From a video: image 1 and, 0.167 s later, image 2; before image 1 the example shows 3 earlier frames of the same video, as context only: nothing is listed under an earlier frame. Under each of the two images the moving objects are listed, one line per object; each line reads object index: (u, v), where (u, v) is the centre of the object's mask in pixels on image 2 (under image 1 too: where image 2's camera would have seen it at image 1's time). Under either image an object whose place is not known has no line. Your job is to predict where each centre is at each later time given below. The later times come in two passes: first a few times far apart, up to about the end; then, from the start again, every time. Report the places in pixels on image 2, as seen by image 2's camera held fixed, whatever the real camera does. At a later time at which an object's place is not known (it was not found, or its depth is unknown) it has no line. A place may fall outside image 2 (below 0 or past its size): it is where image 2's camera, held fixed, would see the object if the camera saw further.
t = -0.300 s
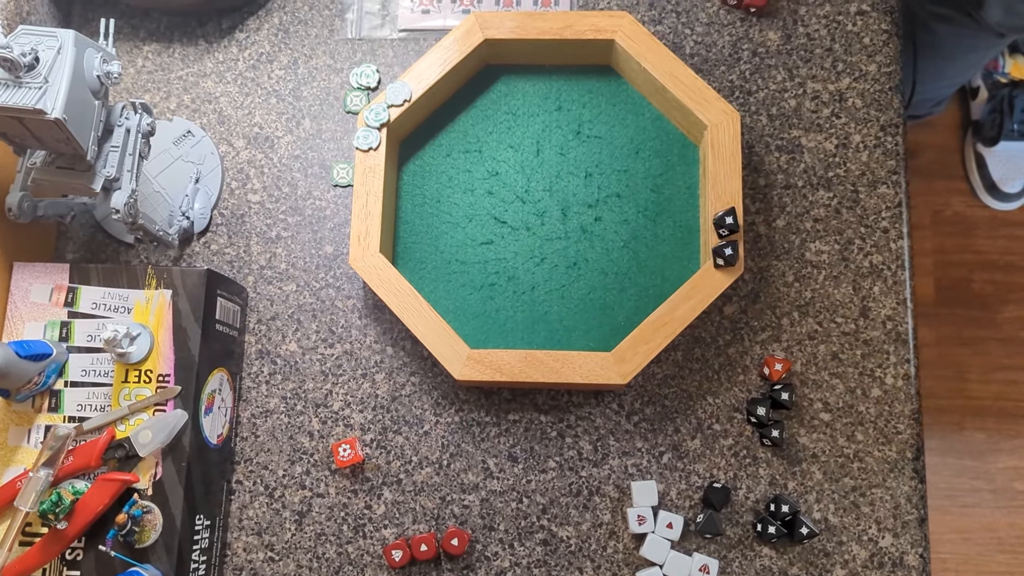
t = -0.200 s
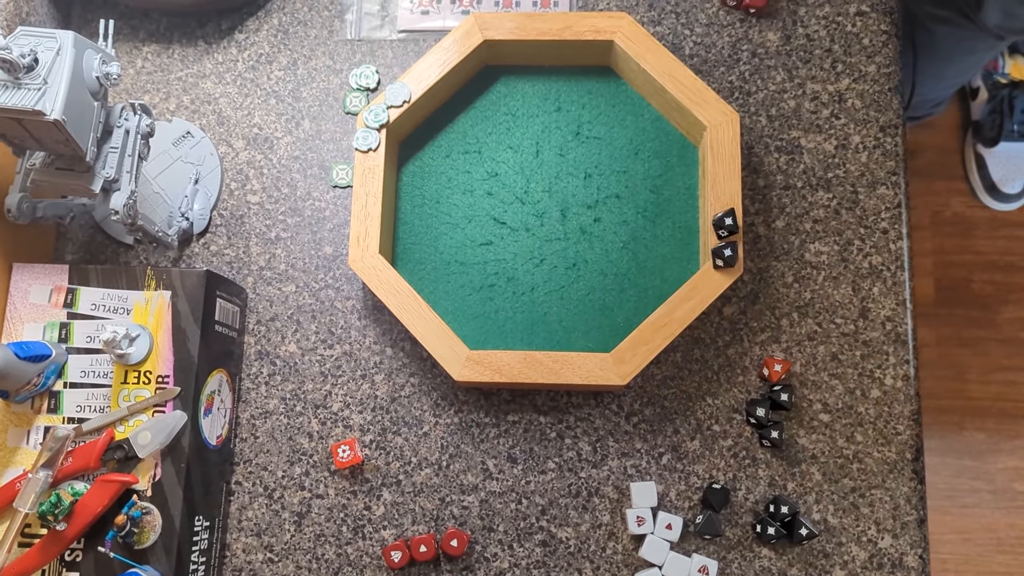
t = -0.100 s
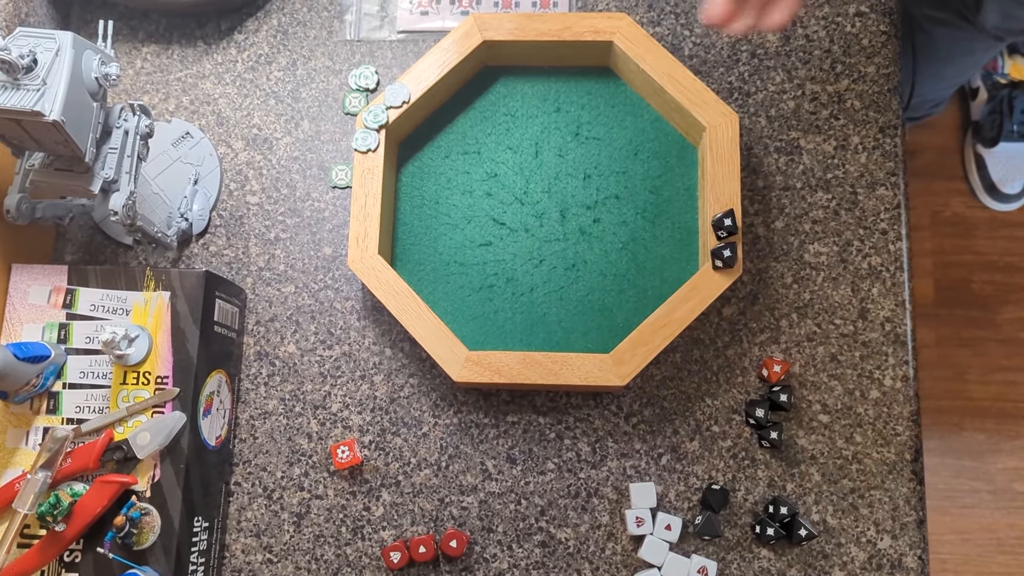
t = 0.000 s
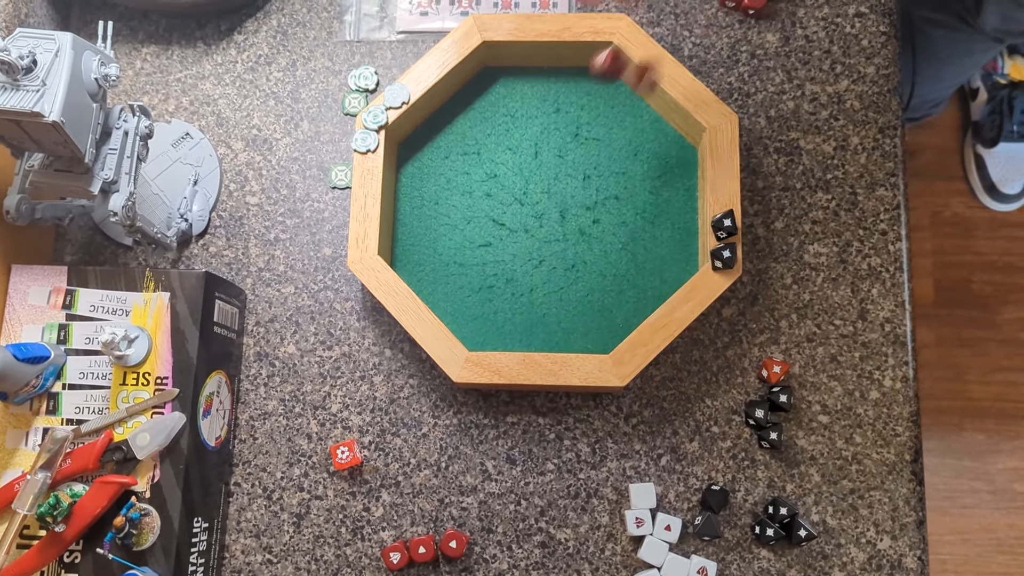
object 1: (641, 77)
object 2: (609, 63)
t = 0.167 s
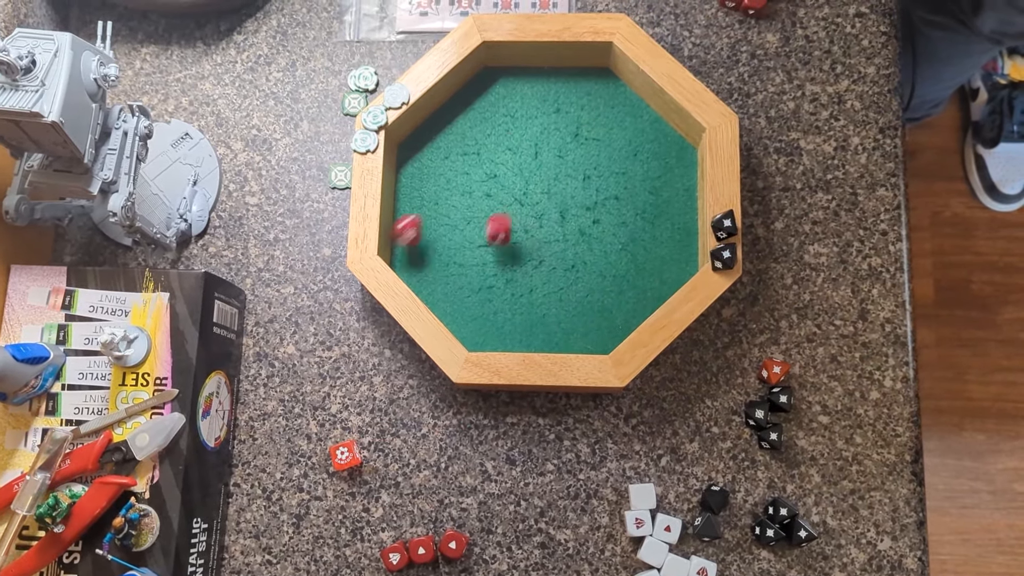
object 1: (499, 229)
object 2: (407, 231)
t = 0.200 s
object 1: (480, 254)
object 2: (418, 259)
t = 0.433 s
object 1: (532, 319)
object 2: (490, 335)
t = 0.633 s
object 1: (550, 279)
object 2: (541, 342)
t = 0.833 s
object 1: (550, 278)
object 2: (541, 340)
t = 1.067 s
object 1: (550, 279)
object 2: (541, 340)
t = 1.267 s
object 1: (550, 279)
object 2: (541, 340)
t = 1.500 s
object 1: (550, 279)
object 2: (541, 340)
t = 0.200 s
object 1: (480, 254)
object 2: (418, 259)
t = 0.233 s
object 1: (471, 275)
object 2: (434, 276)
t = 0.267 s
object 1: (482, 293)
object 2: (433, 291)
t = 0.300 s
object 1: (494, 313)
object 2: (447, 294)
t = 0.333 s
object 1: (506, 334)
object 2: (460, 302)
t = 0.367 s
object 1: (517, 336)
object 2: (471, 311)
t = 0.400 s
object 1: (526, 327)
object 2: (480, 323)
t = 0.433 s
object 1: (532, 319)
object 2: (490, 335)
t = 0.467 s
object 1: (535, 312)
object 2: (499, 339)
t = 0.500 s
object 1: (541, 305)
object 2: (511, 339)
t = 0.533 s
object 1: (545, 298)
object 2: (520, 338)
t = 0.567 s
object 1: (549, 289)
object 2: (530, 339)
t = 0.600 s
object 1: (551, 282)
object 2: (537, 341)
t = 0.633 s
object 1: (550, 279)
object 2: (541, 342)
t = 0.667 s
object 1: (550, 278)
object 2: (541, 339)
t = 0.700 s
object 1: (550, 278)
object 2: (540, 340)
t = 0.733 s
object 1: (550, 278)
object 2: (541, 340)
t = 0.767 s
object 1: (550, 278)
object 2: (541, 340)
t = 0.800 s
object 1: (550, 278)
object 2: (541, 340)
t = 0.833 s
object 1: (550, 278)
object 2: (541, 340)
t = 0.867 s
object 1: (550, 278)
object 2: (541, 340)
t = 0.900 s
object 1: (550, 279)
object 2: (541, 340)
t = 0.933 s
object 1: (550, 278)
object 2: (541, 340)
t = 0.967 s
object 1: (550, 278)
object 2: (540, 340)
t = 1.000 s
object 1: (550, 278)
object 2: (541, 340)
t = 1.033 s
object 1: (550, 279)
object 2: (541, 340)
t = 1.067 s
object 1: (550, 279)
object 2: (541, 340)
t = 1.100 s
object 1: (550, 278)
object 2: (541, 340)
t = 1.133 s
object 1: (550, 279)
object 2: (541, 340)
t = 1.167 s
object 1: (550, 278)
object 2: (541, 340)
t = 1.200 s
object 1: (550, 279)
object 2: (541, 340)
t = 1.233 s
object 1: (550, 279)
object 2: (541, 340)
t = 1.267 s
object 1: (550, 279)
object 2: (541, 340)
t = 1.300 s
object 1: (550, 279)
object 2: (541, 340)
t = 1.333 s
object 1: (550, 279)
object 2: (541, 340)
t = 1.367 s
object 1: (550, 279)
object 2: (541, 340)
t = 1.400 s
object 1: (550, 279)
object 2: (541, 340)
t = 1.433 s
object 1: (550, 279)
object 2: (541, 340)
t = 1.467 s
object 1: (550, 279)
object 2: (541, 340)
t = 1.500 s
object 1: (550, 279)
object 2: (541, 340)
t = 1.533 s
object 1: (550, 279)
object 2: (541, 340)
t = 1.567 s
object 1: (550, 279)
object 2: (541, 340)
